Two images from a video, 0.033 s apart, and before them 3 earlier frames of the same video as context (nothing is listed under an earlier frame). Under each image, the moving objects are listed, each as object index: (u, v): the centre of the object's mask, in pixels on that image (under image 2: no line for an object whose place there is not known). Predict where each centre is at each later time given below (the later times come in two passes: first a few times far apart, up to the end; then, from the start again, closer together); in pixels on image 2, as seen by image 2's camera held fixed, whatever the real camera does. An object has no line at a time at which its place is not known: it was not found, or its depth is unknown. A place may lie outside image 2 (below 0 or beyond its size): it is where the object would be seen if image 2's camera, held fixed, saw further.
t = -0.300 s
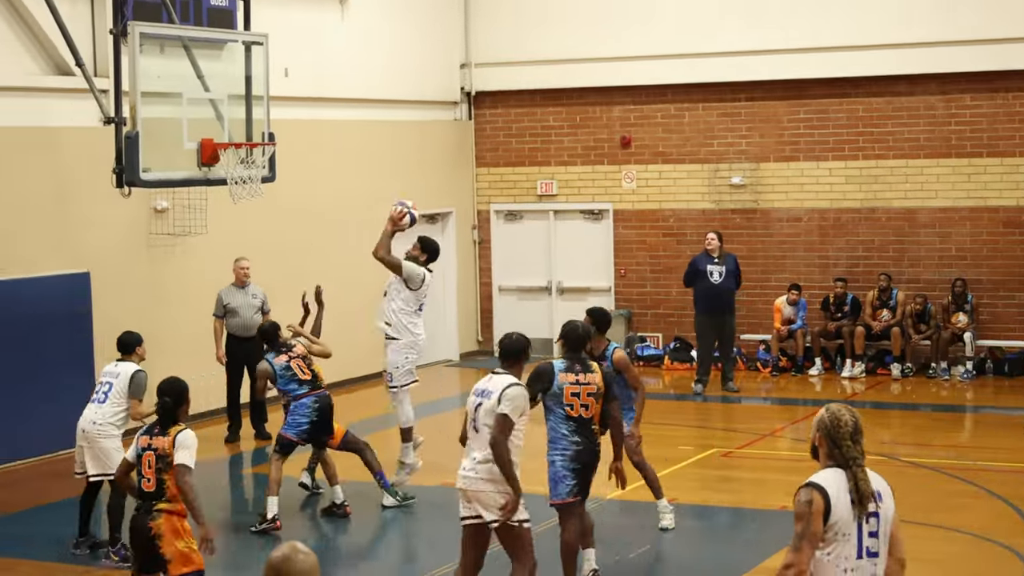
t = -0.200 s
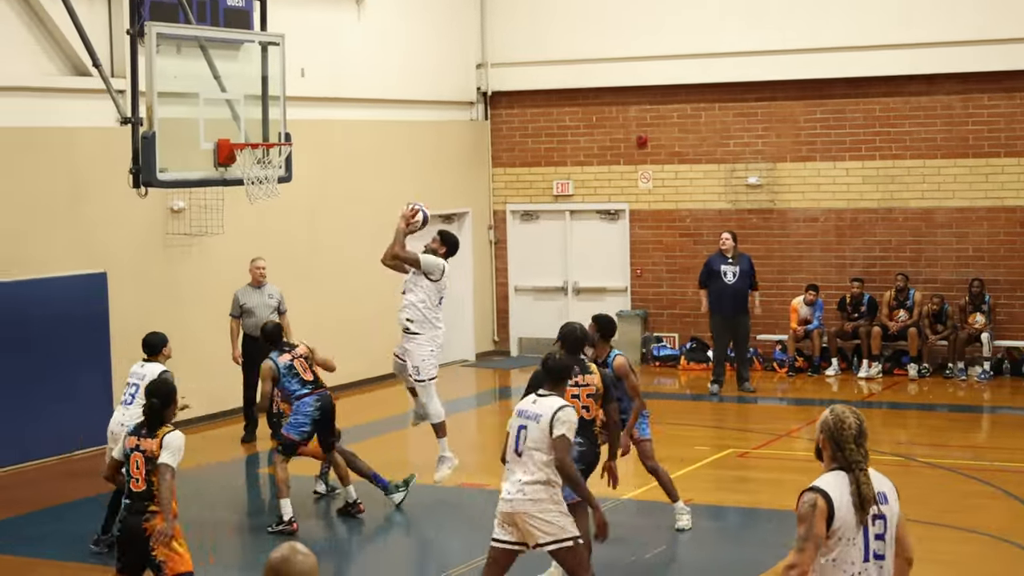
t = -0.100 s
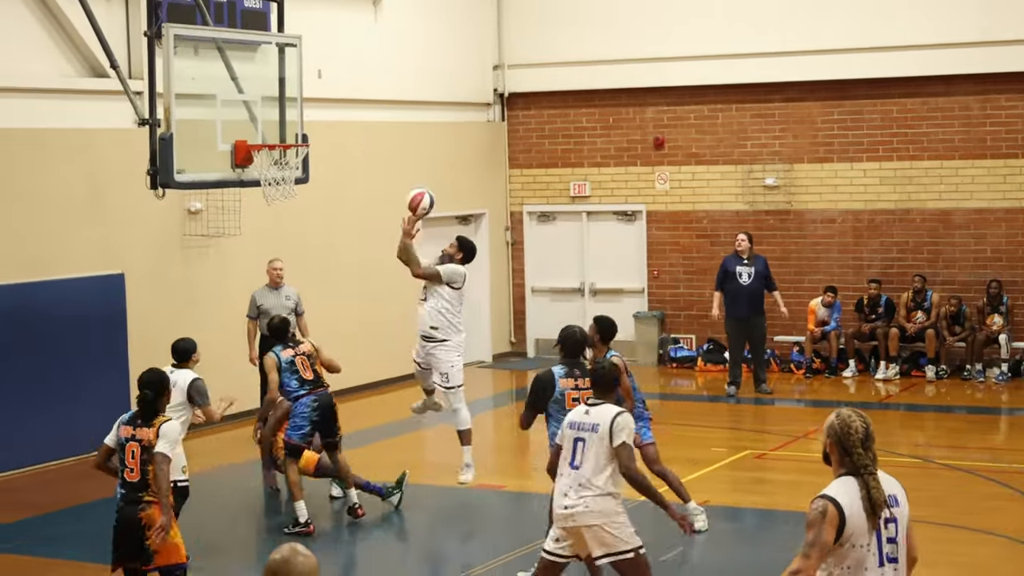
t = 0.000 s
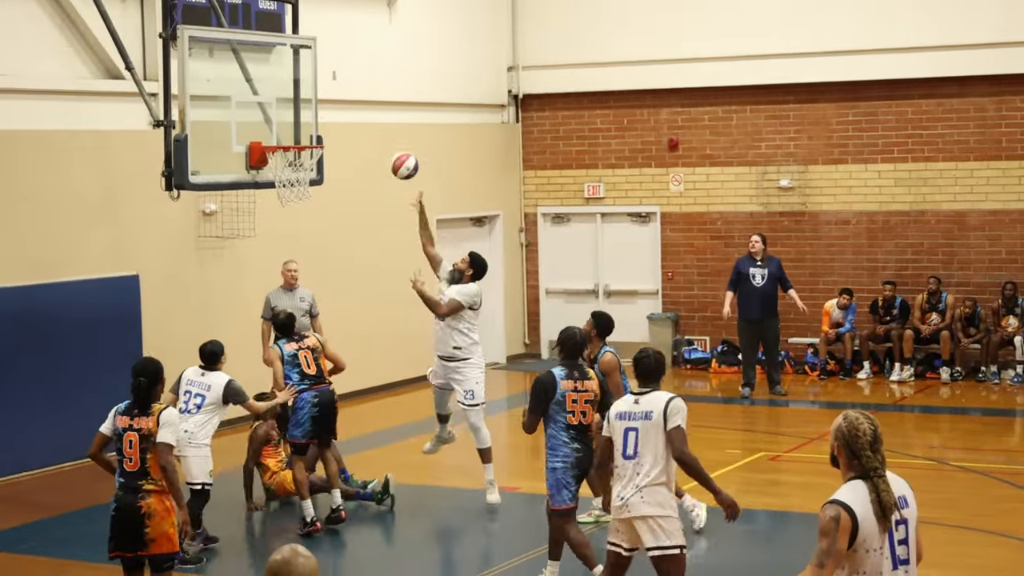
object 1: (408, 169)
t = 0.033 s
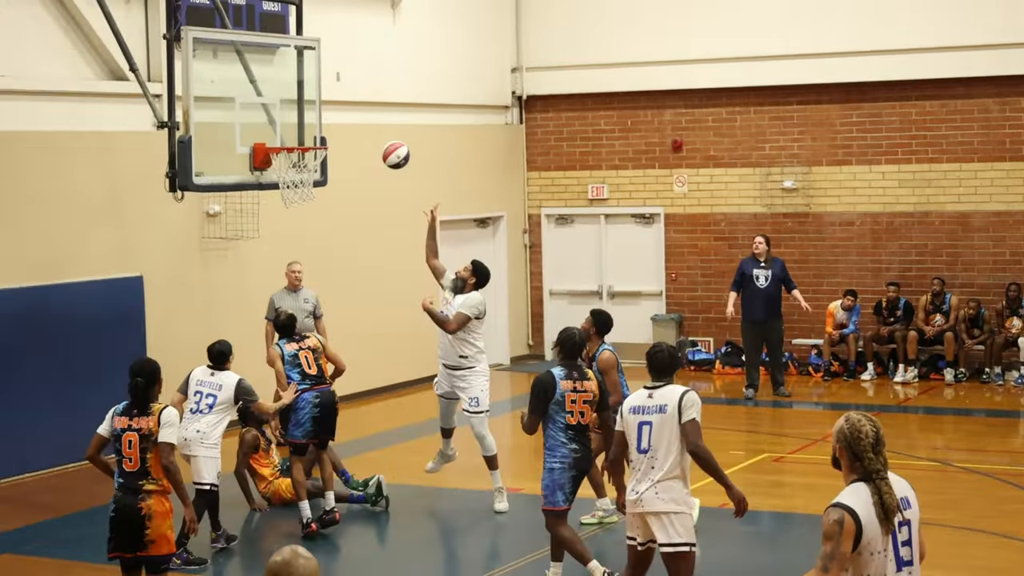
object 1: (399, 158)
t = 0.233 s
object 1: (319, 110)
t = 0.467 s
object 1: (290, 119)
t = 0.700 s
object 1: (313, 122)
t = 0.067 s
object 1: (385, 146)
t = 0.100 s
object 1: (371, 136)
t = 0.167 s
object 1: (345, 119)
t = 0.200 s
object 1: (332, 115)
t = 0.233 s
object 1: (319, 110)
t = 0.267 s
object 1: (306, 107)
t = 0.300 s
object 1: (294, 105)
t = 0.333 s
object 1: (281, 105)
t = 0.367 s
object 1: (282, 106)
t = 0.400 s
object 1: (285, 109)
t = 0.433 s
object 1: (287, 113)
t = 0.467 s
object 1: (290, 119)
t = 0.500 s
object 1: (293, 125)
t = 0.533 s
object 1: (295, 133)
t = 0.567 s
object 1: (298, 133)
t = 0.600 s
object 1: (302, 129)
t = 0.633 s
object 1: (306, 125)
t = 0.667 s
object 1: (309, 123)
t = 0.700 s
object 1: (313, 122)
